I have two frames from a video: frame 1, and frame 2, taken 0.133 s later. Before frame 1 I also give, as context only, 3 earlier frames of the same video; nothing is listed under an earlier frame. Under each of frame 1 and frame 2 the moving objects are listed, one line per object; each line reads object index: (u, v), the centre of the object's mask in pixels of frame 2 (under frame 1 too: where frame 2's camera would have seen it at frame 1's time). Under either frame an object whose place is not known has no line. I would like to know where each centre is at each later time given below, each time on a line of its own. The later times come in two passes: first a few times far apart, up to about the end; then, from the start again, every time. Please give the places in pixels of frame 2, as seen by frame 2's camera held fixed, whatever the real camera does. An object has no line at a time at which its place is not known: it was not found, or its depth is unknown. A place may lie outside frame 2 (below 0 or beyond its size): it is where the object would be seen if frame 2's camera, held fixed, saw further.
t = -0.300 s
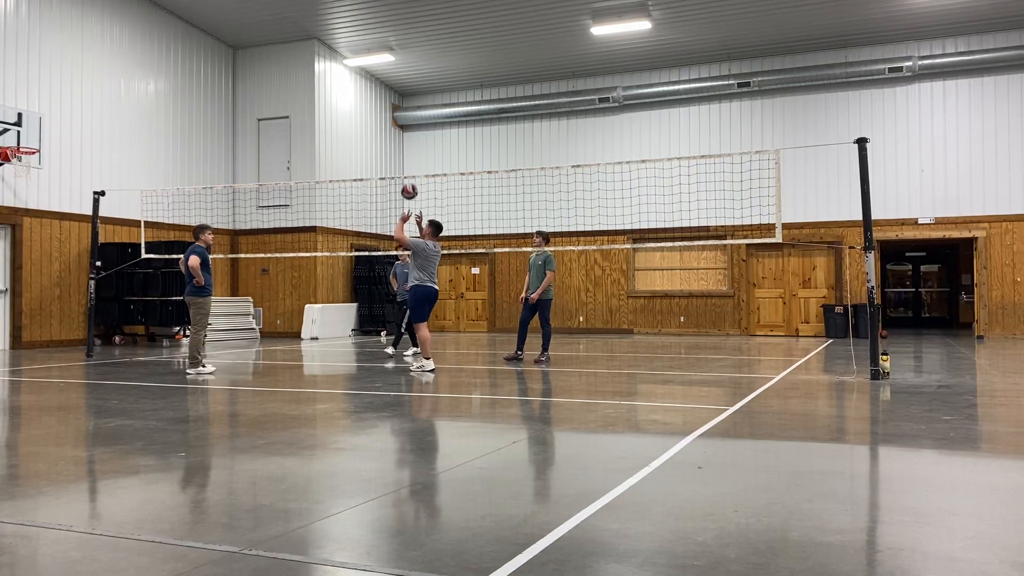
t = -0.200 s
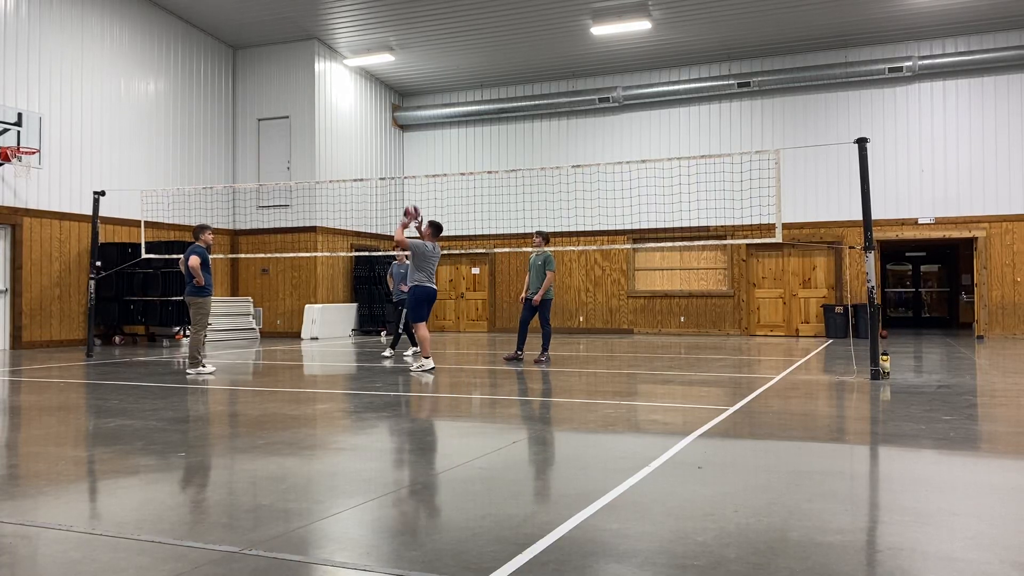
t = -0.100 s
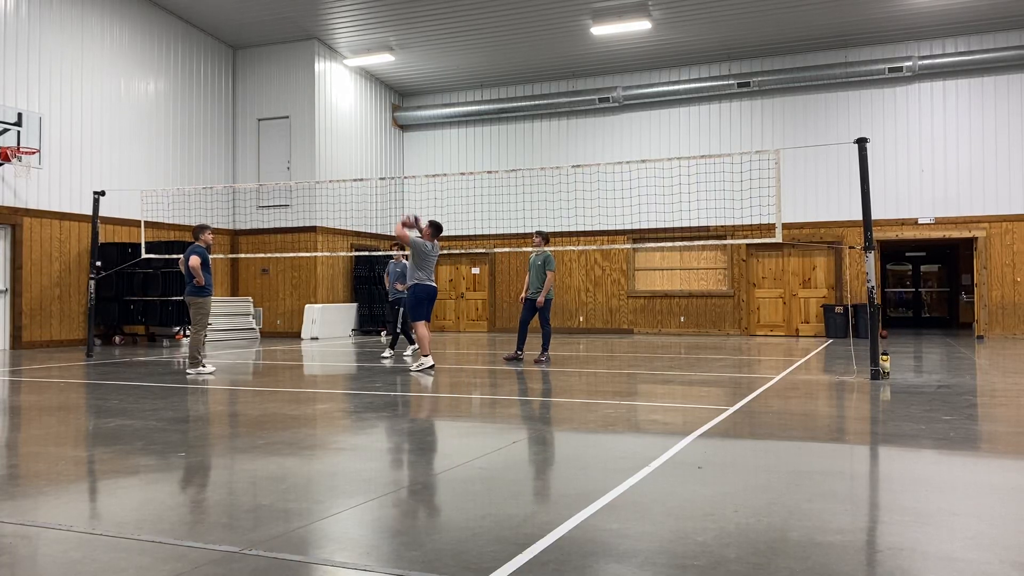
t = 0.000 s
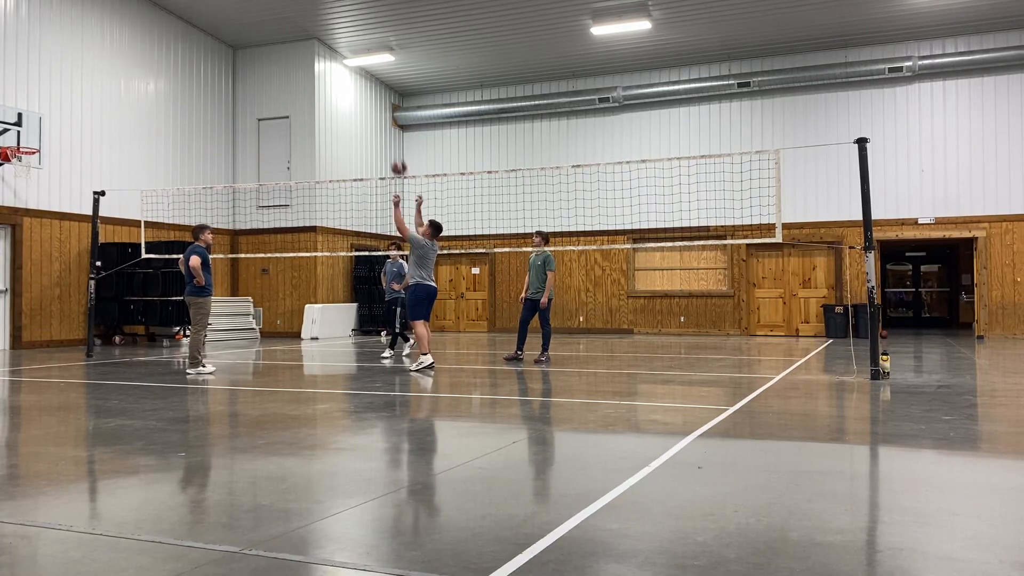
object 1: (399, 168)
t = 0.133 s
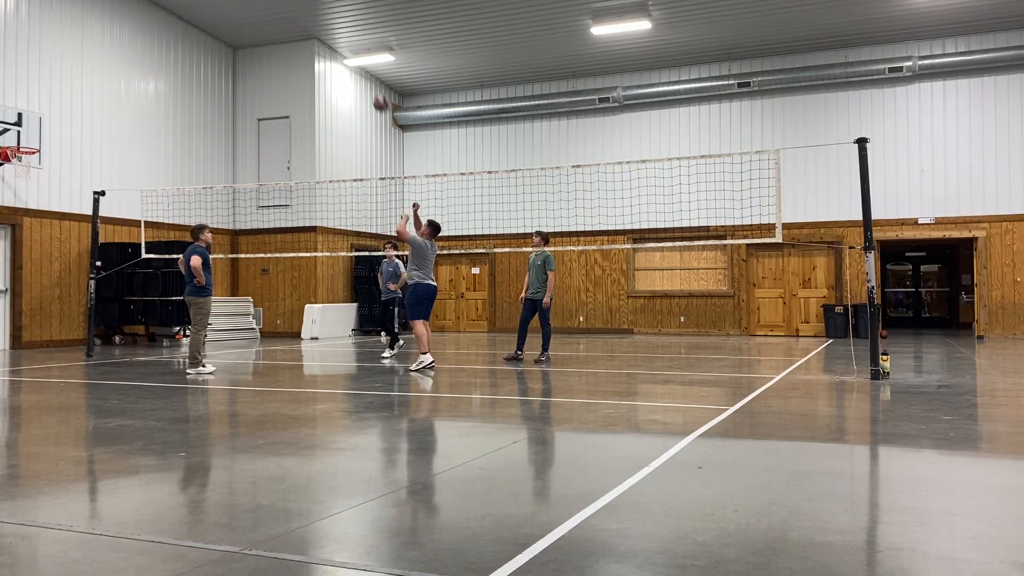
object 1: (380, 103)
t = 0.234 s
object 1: (368, 68)
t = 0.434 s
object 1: (343, 14)
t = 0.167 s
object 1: (377, 89)
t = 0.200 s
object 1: (371, 76)
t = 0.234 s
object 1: (368, 68)
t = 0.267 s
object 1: (363, 53)
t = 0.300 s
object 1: (359, 44)
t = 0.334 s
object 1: (355, 35)
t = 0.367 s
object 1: (350, 27)
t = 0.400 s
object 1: (346, 21)
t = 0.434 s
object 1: (343, 14)
